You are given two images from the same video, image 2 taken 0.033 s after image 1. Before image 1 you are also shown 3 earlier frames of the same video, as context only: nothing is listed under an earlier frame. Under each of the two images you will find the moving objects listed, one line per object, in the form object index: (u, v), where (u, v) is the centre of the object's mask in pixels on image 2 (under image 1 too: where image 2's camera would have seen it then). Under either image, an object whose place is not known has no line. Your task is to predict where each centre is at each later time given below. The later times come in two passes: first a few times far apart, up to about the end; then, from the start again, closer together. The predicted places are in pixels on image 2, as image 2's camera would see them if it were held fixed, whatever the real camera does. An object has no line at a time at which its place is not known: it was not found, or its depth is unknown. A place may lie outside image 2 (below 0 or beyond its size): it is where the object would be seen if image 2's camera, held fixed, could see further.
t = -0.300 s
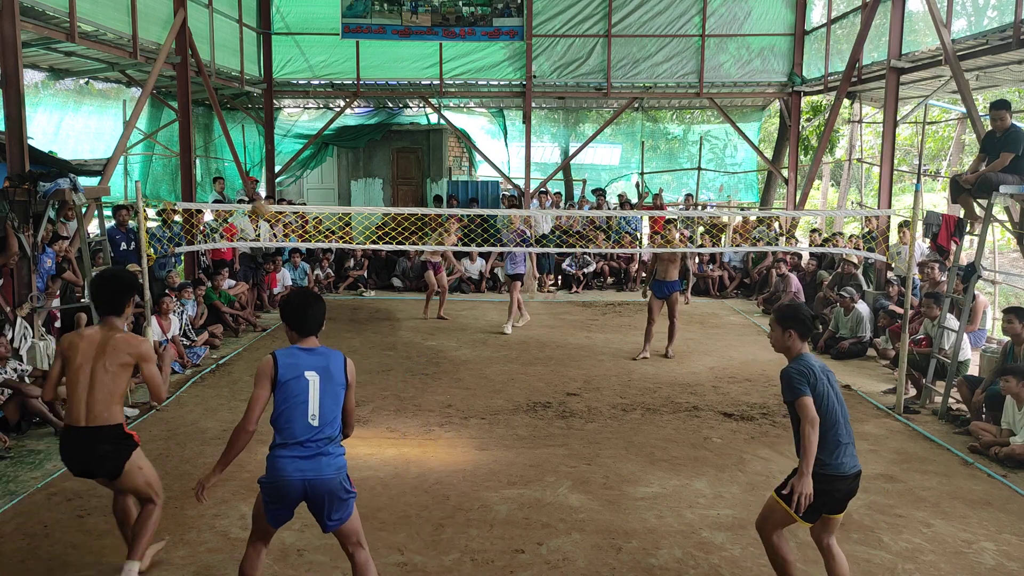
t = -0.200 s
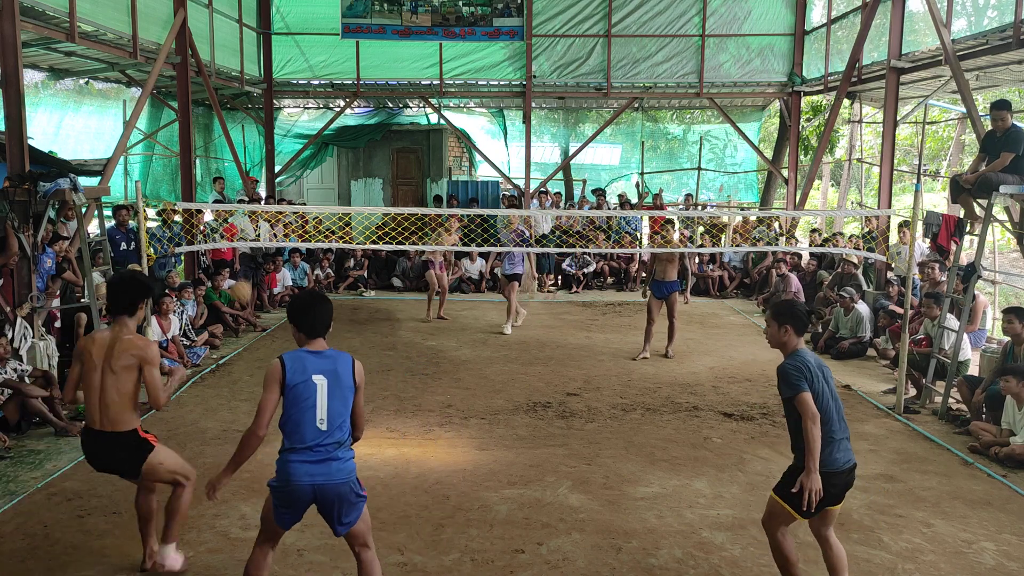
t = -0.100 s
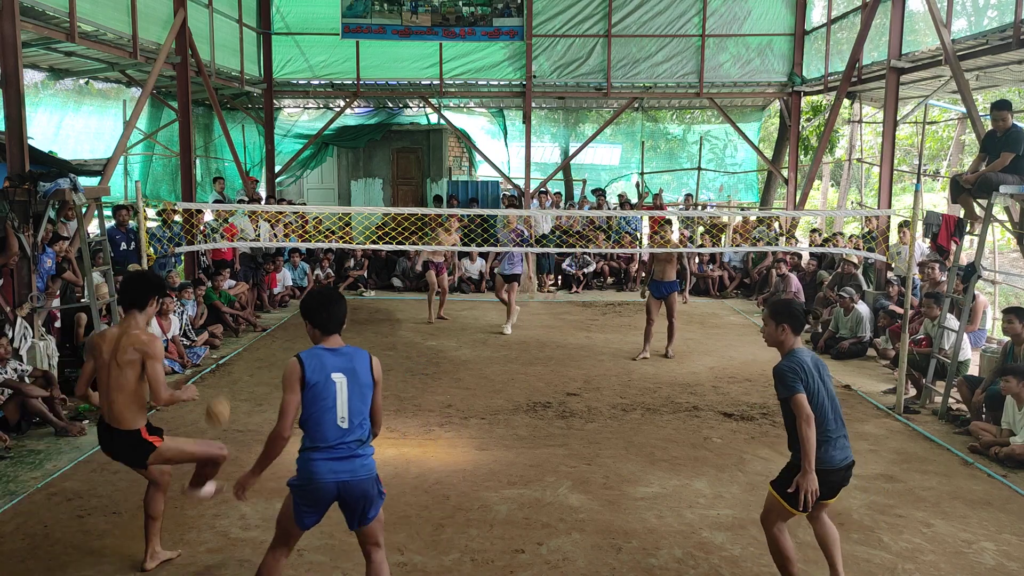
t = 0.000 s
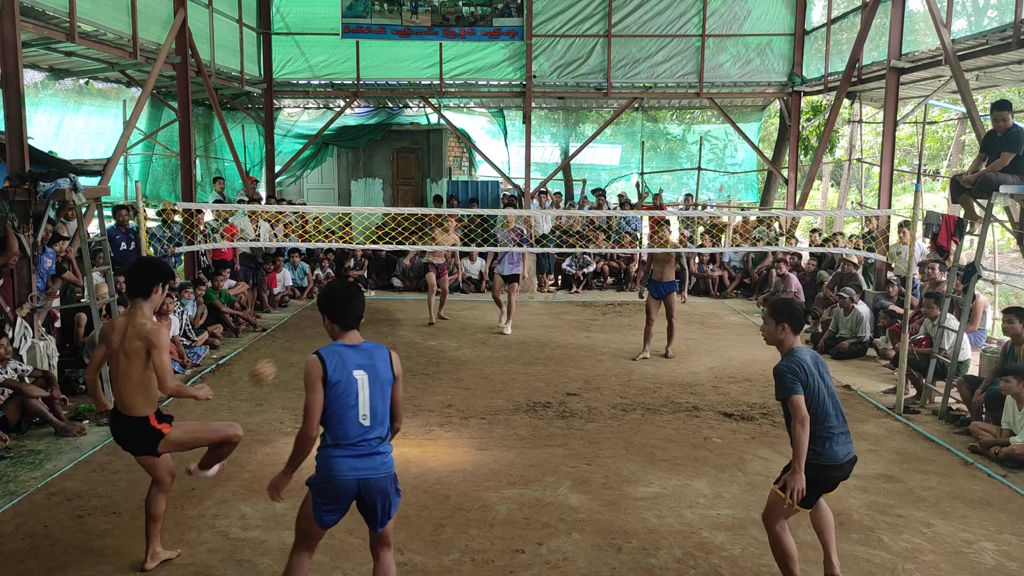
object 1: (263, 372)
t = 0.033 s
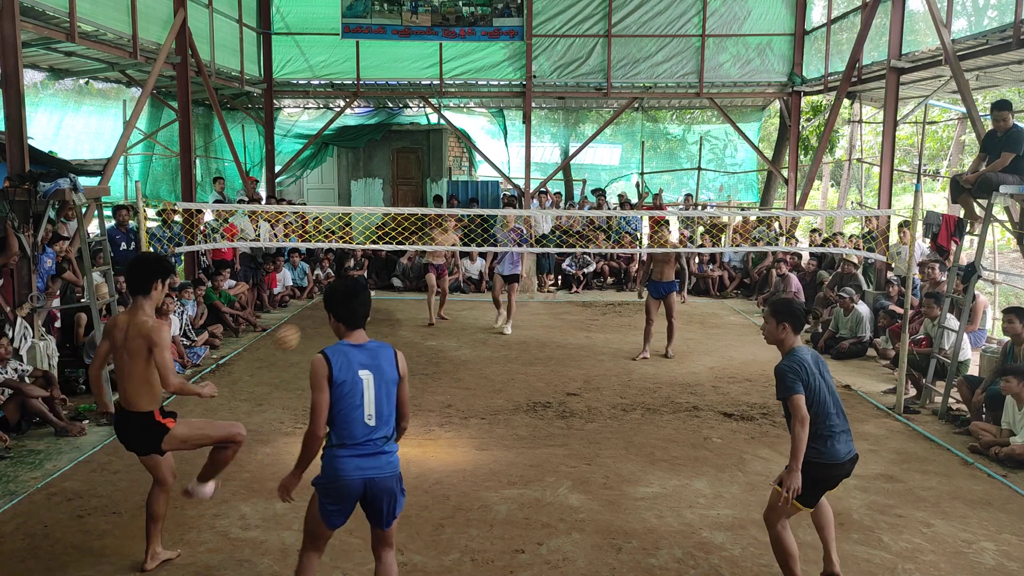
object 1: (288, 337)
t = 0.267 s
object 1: (457, 148)
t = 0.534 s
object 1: (648, 51)
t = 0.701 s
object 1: (762, 55)
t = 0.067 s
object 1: (311, 305)
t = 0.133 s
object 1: (358, 246)
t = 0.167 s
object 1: (384, 219)
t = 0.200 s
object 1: (407, 193)
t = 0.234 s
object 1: (432, 169)
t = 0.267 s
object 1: (457, 148)
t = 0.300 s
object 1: (480, 129)
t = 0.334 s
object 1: (505, 111)
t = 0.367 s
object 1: (530, 96)
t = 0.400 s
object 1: (553, 84)
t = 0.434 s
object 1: (577, 73)
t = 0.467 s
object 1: (601, 64)
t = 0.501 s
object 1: (625, 56)
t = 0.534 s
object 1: (648, 51)
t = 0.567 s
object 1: (671, 48)
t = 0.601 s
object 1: (694, 47)
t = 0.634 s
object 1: (717, 47)
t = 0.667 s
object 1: (740, 50)
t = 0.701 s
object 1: (762, 55)
